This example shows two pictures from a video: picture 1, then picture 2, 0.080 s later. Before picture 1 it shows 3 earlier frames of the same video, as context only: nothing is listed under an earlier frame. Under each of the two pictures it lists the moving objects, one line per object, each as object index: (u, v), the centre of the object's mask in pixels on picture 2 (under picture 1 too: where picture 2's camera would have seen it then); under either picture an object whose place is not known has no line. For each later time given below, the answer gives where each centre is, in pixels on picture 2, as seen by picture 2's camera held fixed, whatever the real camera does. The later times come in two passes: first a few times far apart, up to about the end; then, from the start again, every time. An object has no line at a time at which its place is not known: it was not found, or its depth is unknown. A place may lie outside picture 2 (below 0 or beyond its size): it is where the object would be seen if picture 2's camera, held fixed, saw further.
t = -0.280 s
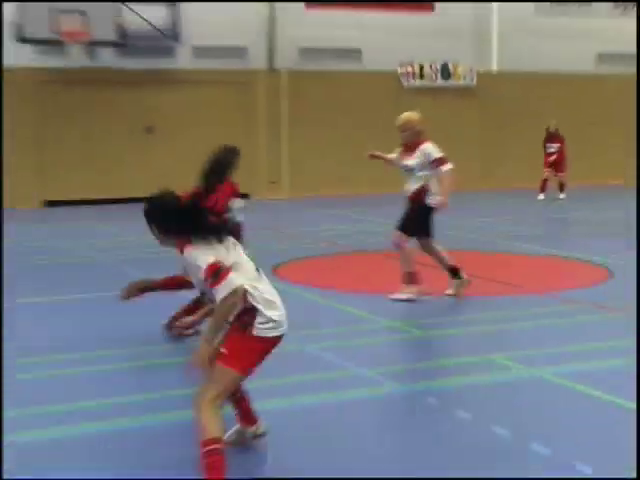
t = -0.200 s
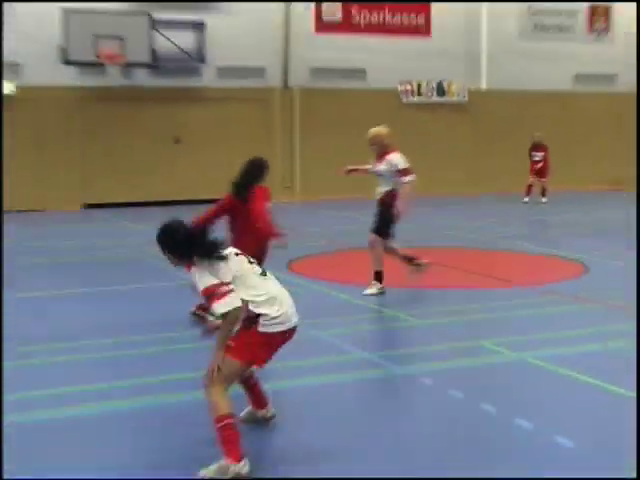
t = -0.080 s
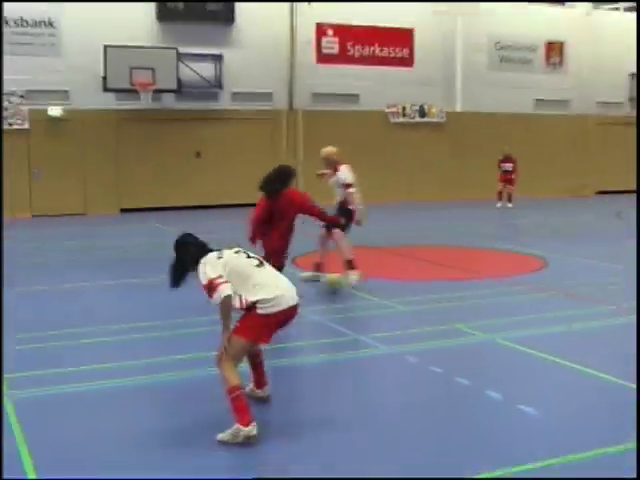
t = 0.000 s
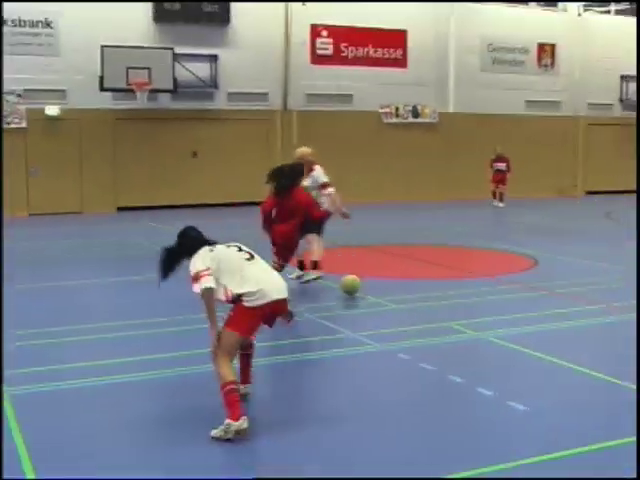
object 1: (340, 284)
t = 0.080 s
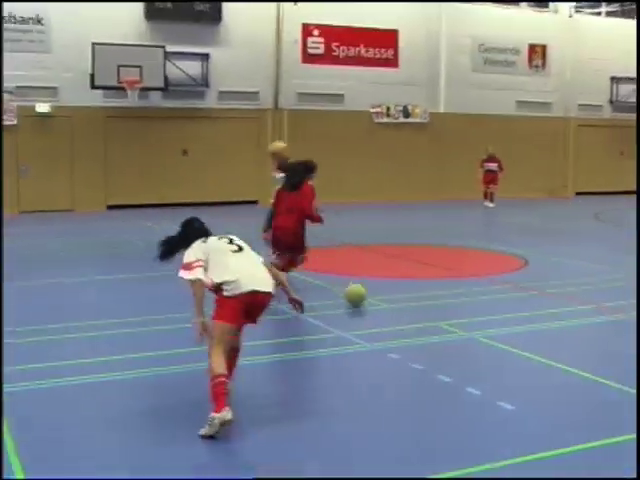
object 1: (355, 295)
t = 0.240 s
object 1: (391, 315)
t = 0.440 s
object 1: (446, 343)
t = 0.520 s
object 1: (473, 354)
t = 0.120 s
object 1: (363, 300)
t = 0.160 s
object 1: (372, 303)
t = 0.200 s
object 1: (381, 308)
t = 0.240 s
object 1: (391, 315)
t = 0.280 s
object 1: (400, 320)
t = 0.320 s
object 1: (410, 325)
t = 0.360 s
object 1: (422, 332)
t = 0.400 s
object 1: (433, 336)
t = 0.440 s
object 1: (446, 343)
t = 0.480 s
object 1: (458, 347)
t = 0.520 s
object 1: (473, 354)
